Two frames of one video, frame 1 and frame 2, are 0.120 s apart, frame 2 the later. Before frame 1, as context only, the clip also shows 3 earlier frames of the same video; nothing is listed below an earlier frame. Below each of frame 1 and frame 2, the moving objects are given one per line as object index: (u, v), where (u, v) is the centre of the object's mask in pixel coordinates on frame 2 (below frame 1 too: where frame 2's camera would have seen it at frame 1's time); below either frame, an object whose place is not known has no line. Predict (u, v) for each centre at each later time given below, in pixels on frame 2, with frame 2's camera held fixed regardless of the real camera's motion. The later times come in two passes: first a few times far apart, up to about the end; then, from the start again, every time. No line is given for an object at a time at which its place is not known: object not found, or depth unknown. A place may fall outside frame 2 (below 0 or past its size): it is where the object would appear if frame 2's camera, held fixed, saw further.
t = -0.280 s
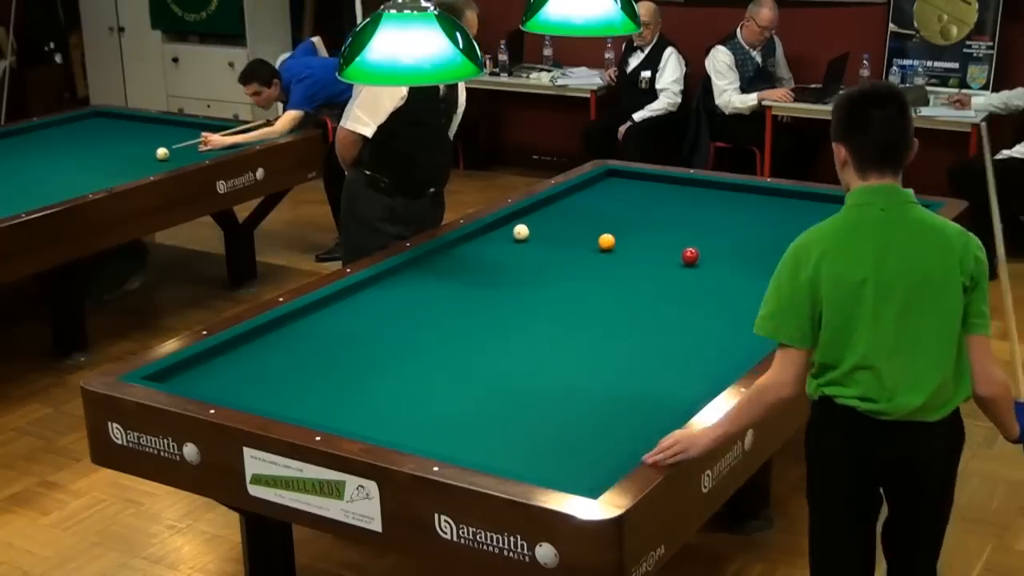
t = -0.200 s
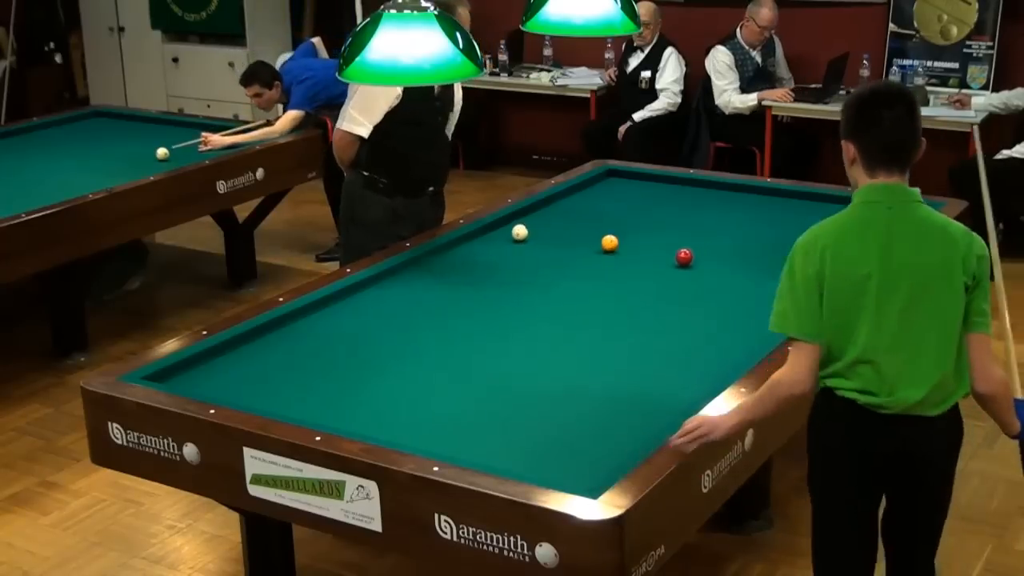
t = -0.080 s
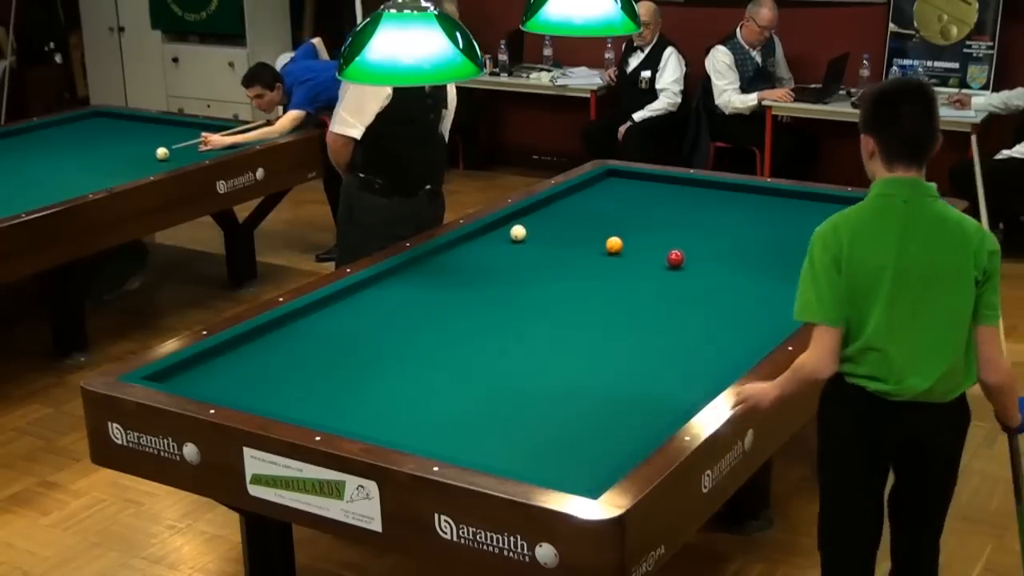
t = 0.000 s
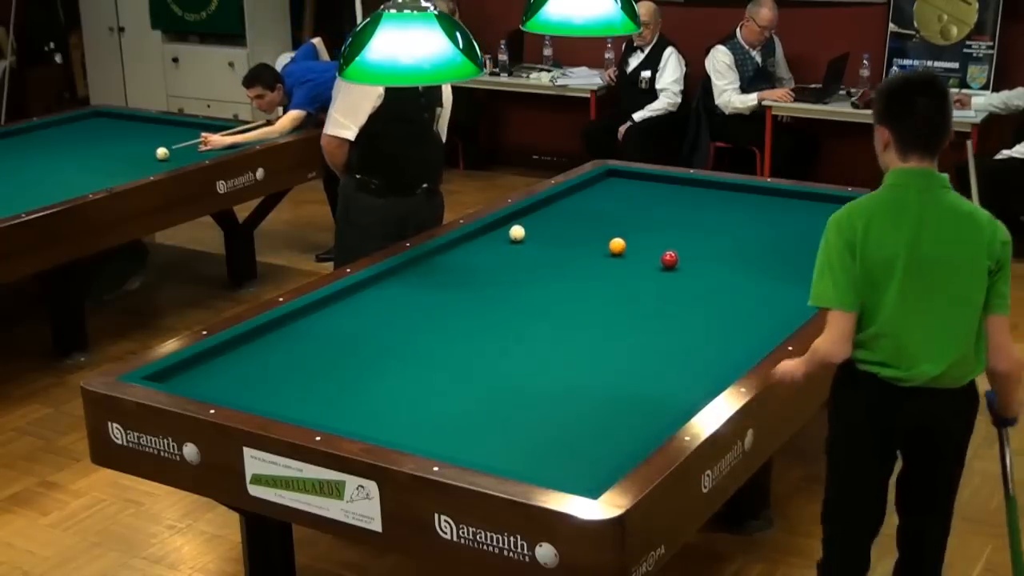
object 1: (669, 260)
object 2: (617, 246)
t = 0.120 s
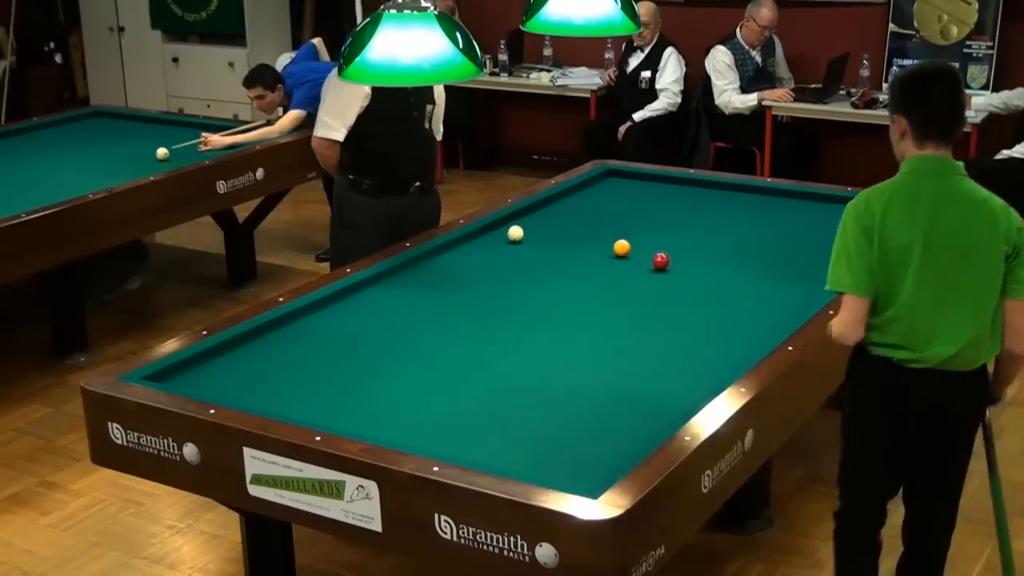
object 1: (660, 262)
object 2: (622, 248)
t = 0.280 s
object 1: (649, 264)
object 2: (627, 250)
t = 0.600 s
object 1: (627, 268)
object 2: (639, 255)
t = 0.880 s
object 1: (607, 271)
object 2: (648, 259)
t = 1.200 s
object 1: (587, 275)
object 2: (659, 263)
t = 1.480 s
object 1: (569, 278)
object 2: (667, 267)
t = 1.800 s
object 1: (550, 281)
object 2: (676, 270)
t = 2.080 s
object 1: (534, 284)
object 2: (684, 273)
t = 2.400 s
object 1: (516, 287)
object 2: (692, 277)
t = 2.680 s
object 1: (502, 290)
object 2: (699, 279)
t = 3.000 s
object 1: (487, 292)
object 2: (706, 282)
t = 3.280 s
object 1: (474, 295)
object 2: (711, 284)
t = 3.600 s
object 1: (461, 297)
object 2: (716, 286)
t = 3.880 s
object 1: (450, 298)
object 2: (720, 288)
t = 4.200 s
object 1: (439, 301)
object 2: (724, 289)
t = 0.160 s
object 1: (657, 262)
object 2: (623, 249)
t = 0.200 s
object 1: (654, 263)
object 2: (624, 249)
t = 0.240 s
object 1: (652, 264)
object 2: (626, 250)
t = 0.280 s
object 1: (649, 264)
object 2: (627, 250)
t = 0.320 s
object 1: (646, 264)
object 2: (629, 251)
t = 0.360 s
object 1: (644, 265)
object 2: (630, 252)
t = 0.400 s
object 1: (640, 265)
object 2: (631, 252)
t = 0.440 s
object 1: (637, 266)
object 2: (632, 251)
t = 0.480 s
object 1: (635, 266)
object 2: (634, 251)
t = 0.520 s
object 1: (632, 267)
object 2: (636, 252)
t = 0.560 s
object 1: (629, 267)
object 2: (638, 254)
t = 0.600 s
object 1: (627, 268)
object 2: (639, 255)
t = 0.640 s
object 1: (624, 268)
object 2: (640, 255)
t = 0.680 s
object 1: (621, 269)
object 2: (642, 256)
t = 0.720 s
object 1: (618, 269)
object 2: (643, 256)
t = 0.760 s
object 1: (616, 270)
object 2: (644, 257)
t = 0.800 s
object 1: (613, 270)
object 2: (645, 258)
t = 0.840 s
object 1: (610, 270)
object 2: (647, 258)
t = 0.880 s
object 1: (607, 271)
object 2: (648, 259)
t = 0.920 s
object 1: (605, 272)
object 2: (649, 259)
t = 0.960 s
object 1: (602, 272)
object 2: (651, 260)
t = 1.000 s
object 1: (599, 273)
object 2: (652, 260)
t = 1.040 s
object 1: (597, 273)
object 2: (654, 261)
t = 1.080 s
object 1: (594, 273)
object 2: (655, 261)
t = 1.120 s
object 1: (592, 274)
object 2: (656, 262)
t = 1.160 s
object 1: (589, 274)
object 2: (657, 263)
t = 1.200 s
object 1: (587, 275)
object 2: (659, 263)
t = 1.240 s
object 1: (584, 275)
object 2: (660, 263)
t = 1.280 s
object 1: (582, 276)
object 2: (661, 264)
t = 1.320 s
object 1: (579, 276)
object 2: (662, 265)
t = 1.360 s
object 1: (577, 277)
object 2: (663, 265)
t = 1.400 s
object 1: (574, 277)
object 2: (665, 266)
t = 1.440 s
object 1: (572, 278)
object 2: (666, 266)
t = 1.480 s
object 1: (569, 278)
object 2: (667, 267)
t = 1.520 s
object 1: (567, 278)
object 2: (668, 267)
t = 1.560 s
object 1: (564, 279)
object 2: (669, 268)
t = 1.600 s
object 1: (562, 279)
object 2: (671, 268)
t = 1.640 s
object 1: (559, 280)
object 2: (672, 269)
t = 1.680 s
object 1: (557, 280)
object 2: (673, 269)
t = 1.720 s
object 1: (554, 281)
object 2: (674, 269)
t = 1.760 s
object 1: (552, 281)
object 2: (675, 270)
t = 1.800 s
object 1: (550, 281)
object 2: (676, 270)
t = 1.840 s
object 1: (547, 282)
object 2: (677, 271)
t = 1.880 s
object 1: (545, 282)
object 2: (678, 271)
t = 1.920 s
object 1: (543, 282)
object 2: (680, 272)
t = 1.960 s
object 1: (540, 283)
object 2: (681, 272)
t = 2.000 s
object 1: (538, 283)
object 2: (682, 273)
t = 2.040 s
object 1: (536, 284)
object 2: (683, 273)
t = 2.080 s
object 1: (534, 284)
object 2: (684, 273)
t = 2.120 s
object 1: (532, 285)
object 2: (685, 274)
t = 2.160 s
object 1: (529, 285)
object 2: (686, 274)
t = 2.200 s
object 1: (527, 285)
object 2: (687, 275)
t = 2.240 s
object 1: (525, 286)
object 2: (688, 275)
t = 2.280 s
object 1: (523, 286)
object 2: (689, 275)
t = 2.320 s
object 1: (521, 286)
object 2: (690, 276)
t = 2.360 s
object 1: (518, 287)
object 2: (691, 276)
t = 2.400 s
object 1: (516, 287)
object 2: (692, 277)
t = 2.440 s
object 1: (514, 287)
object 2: (693, 277)
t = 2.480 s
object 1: (512, 288)
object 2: (694, 277)
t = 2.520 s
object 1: (510, 288)
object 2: (695, 278)
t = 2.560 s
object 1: (508, 289)
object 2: (696, 278)
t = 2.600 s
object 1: (506, 289)
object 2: (697, 278)
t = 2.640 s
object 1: (505, 289)
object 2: (698, 279)
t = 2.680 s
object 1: (502, 290)
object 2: (699, 279)
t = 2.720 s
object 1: (500, 290)
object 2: (700, 280)
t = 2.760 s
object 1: (498, 290)
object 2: (701, 280)
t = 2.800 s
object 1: (496, 291)
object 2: (701, 280)
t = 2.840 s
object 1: (495, 291)
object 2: (702, 281)
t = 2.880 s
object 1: (493, 291)
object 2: (703, 281)
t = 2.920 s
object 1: (491, 291)
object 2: (704, 281)
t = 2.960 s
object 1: (489, 292)
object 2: (705, 282)
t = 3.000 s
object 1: (487, 292)
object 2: (706, 282)
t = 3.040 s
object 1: (485, 293)
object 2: (706, 282)
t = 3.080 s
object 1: (483, 293)
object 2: (707, 283)
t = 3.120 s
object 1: (481, 293)
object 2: (708, 283)
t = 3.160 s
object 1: (479, 294)
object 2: (709, 283)
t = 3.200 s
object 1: (478, 294)
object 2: (709, 283)
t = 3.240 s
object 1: (476, 294)
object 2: (710, 284)
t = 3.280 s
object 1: (474, 295)
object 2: (711, 284)
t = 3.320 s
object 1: (472, 295)
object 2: (712, 284)
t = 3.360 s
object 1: (471, 295)
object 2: (713, 285)
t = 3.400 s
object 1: (469, 295)
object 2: (713, 285)
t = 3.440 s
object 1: (467, 296)
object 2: (714, 285)
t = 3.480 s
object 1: (466, 296)
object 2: (715, 286)
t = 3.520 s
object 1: (464, 296)
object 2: (715, 286)
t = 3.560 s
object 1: (462, 297)
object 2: (716, 286)
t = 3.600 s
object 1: (461, 297)
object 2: (716, 286)
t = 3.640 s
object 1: (459, 297)
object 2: (717, 286)
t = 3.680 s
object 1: (458, 297)
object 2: (718, 287)
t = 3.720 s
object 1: (456, 297)
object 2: (718, 287)
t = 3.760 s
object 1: (455, 298)
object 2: (719, 287)
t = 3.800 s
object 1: (453, 298)
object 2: (719, 287)
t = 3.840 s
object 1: (451, 298)
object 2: (720, 287)
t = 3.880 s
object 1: (450, 298)
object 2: (720, 288)
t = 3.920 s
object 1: (448, 299)
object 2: (721, 288)
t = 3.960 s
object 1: (447, 299)
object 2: (721, 288)
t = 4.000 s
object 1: (446, 299)
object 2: (722, 288)
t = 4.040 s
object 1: (444, 300)
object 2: (722, 289)
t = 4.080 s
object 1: (443, 300)
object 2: (723, 289)
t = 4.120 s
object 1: (441, 300)
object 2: (723, 289)
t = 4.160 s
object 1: (440, 300)
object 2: (724, 289)
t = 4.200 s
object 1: (439, 301)
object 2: (724, 289)
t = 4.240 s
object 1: (437, 301)
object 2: (725, 290)
